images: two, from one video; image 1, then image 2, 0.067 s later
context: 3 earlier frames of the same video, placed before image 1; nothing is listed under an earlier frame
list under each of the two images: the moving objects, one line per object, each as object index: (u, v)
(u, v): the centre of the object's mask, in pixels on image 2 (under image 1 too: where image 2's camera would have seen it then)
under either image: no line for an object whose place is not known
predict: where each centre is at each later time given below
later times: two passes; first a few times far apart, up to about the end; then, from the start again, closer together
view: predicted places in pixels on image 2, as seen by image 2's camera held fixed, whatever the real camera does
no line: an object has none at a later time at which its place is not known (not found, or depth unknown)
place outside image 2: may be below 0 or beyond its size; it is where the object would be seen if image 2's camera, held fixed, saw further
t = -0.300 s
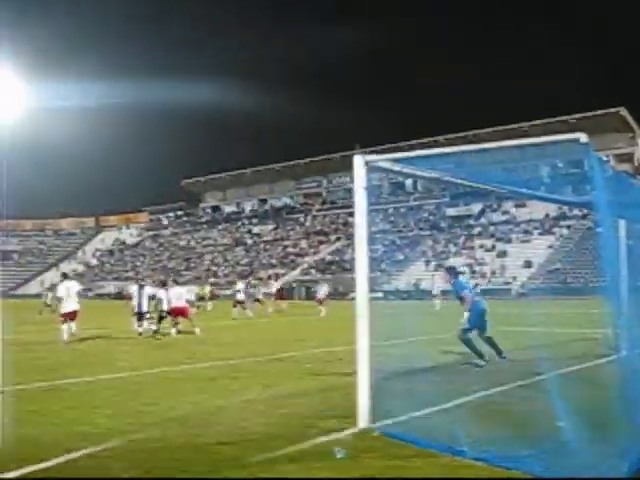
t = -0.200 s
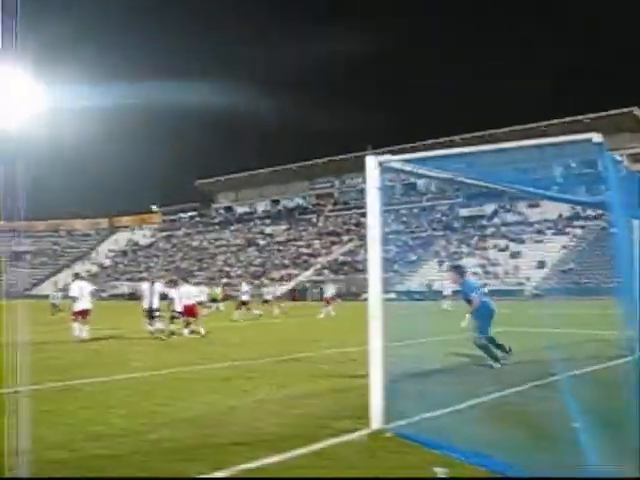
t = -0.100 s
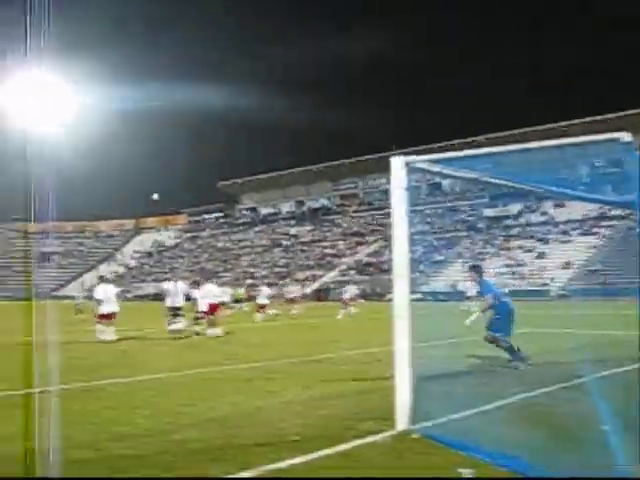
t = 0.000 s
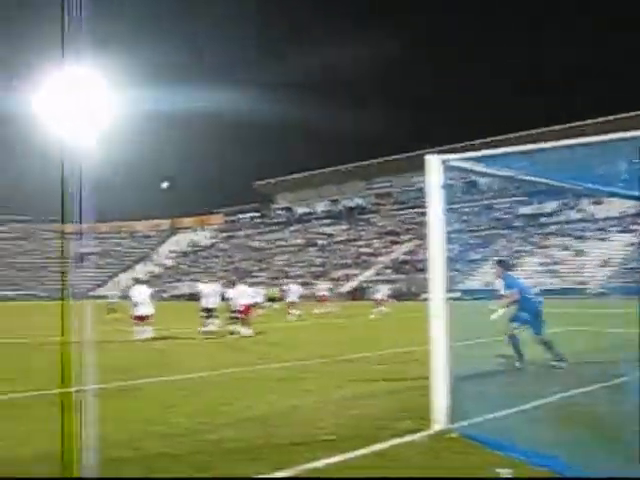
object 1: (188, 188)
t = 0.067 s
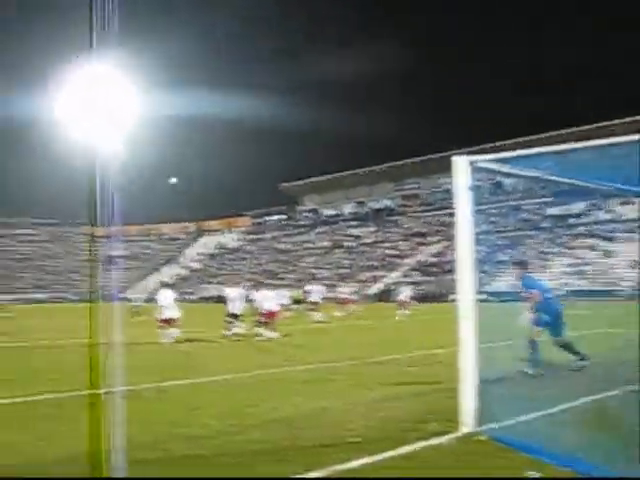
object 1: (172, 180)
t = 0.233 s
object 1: (123, 166)
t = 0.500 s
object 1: (21, 152)
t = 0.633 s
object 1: (-43, 156)
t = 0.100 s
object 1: (164, 177)
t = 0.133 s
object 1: (155, 174)
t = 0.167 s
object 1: (146, 170)
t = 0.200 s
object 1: (135, 167)
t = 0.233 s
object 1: (123, 166)
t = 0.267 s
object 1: (109, 165)
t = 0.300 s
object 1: (99, 161)
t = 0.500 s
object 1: (21, 152)
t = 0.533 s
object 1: (6, 152)
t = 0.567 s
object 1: (-10, 152)
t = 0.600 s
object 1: (-26, 155)
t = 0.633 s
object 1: (-43, 156)
